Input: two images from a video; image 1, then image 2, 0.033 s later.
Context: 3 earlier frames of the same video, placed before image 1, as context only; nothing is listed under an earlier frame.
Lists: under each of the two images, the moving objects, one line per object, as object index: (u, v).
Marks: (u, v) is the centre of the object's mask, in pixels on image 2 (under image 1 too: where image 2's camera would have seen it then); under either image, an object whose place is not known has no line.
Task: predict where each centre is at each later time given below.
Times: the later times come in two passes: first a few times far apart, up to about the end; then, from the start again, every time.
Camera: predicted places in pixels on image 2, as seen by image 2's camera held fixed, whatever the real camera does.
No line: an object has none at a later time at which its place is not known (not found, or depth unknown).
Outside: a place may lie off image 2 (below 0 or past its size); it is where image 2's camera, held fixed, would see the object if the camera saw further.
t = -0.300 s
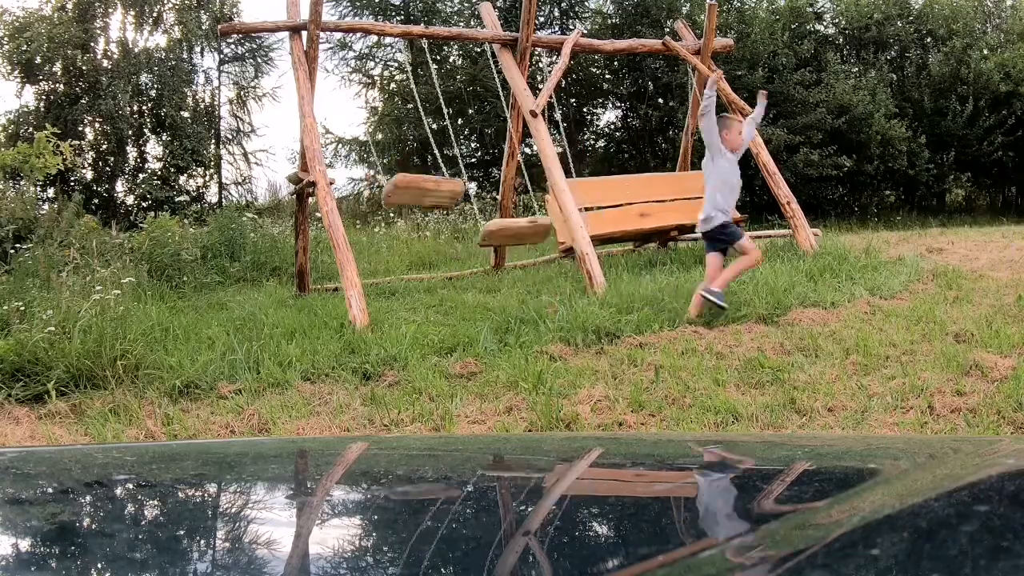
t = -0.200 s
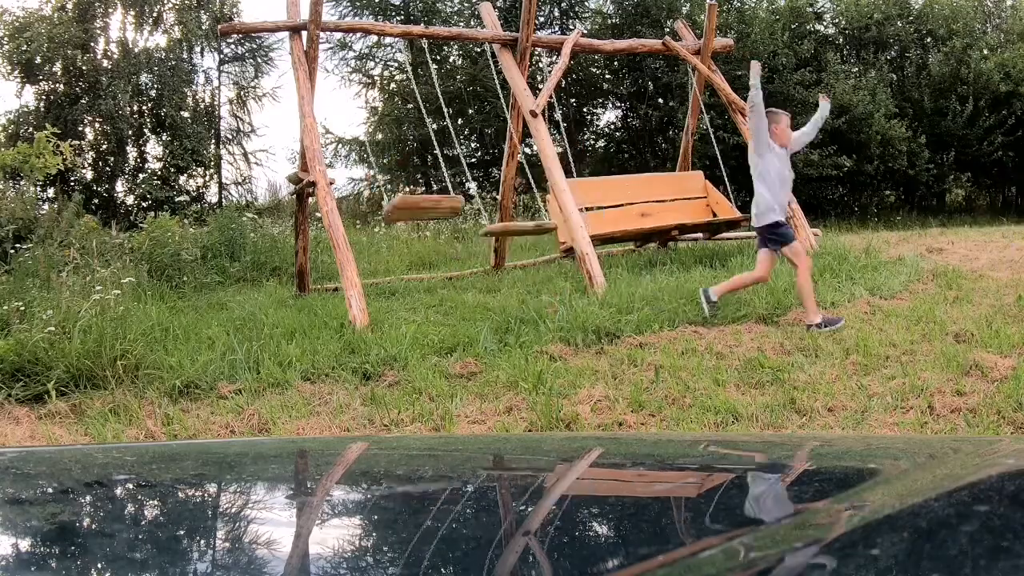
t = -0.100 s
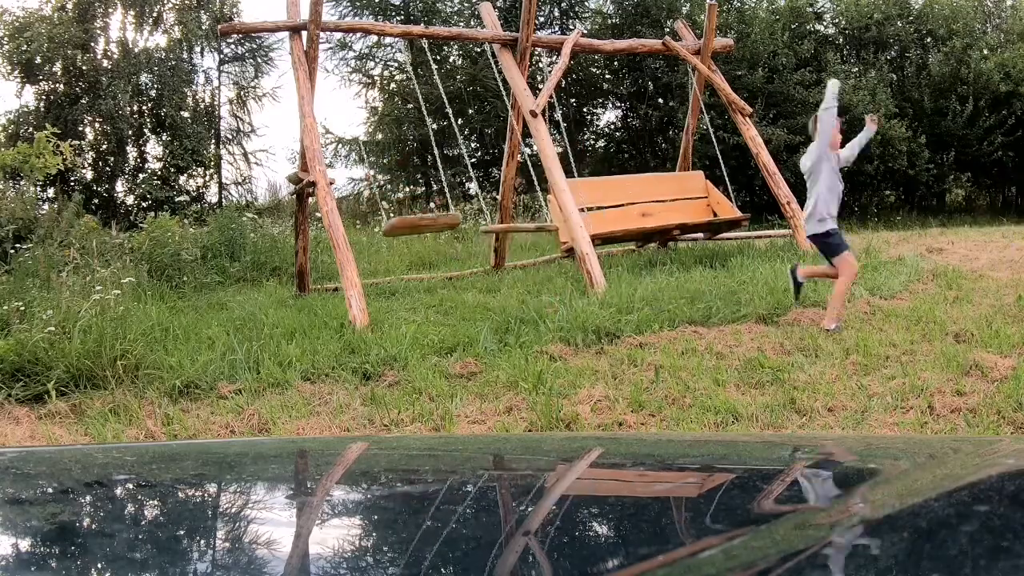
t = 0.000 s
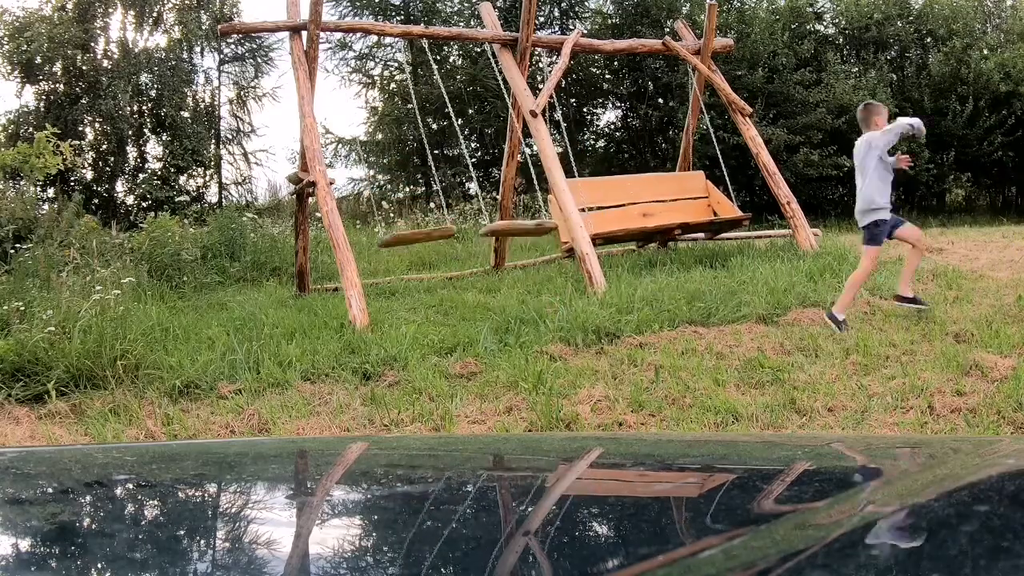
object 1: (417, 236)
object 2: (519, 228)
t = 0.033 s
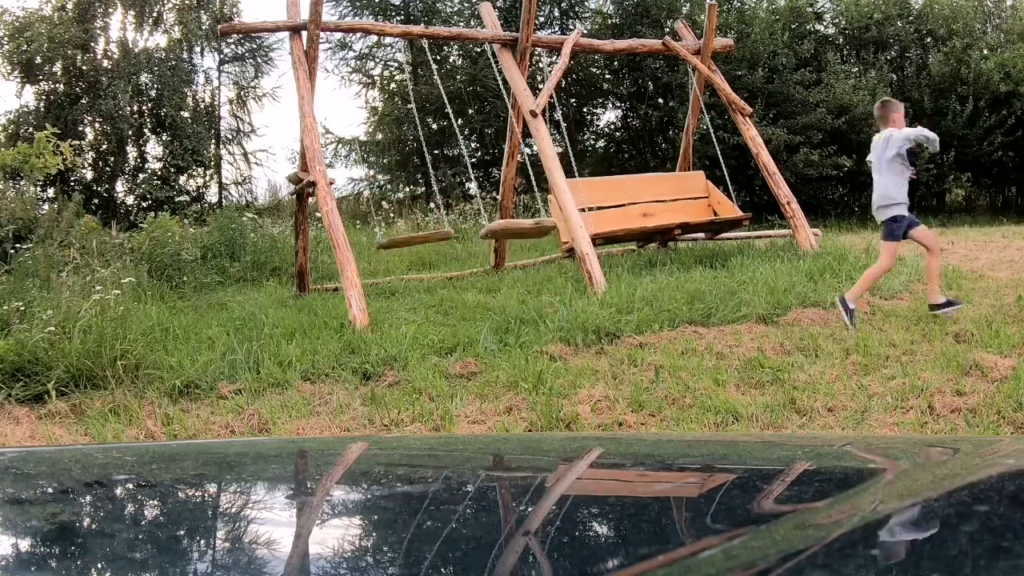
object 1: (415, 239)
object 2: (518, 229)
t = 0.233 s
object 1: (395, 242)
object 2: (510, 234)
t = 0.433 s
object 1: (377, 227)
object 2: (495, 247)
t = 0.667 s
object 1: (366, 214)
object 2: (475, 251)
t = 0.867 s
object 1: (362, 216)
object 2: (463, 248)
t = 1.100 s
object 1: (367, 233)
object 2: (454, 243)
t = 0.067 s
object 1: (413, 241)
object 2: (517, 229)
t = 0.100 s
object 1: (410, 243)
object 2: (516, 230)
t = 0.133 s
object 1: (407, 244)
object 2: (515, 231)
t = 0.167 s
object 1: (403, 244)
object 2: (513, 232)
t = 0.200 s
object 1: (399, 243)
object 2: (512, 233)
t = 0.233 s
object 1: (395, 242)
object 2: (510, 234)
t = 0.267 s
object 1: (393, 240)
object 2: (508, 236)
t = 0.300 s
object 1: (389, 238)
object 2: (506, 239)
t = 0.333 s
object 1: (386, 235)
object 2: (503, 241)
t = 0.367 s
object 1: (384, 233)
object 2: (501, 243)
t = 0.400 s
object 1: (380, 230)
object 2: (498, 245)
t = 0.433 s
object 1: (377, 227)
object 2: (495, 247)
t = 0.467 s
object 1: (375, 225)
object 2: (491, 247)
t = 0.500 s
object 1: (373, 222)
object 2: (488, 248)
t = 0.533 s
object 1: (370, 220)
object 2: (485, 249)
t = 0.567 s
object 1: (369, 218)
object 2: (484, 249)
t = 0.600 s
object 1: (367, 216)
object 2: (480, 250)
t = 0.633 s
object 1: (366, 215)
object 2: (478, 251)
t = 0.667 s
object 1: (366, 214)
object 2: (475, 251)
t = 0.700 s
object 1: (365, 213)
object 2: (473, 250)
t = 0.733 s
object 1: (364, 213)
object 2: (471, 249)
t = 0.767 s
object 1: (364, 214)
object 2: (469, 249)
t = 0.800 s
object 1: (363, 214)
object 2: (466, 248)
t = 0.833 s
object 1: (363, 215)
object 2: (465, 248)
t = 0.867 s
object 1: (362, 216)
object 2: (463, 248)
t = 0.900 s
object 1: (362, 218)
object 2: (460, 248)
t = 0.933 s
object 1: (363, 220)
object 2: (458, 247)
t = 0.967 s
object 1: (363, 222)
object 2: (456, 246)
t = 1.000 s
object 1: (363, 224)
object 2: (456, 245)
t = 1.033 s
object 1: (365, 227)
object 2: (455, 244)
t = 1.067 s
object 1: (365, 230)
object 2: (454, 244)
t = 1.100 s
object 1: (367, 233)
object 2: (454, 243)
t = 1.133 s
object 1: (368, 236)
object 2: (453, 243)
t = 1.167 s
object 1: (371, 238)
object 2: (453, 243)
